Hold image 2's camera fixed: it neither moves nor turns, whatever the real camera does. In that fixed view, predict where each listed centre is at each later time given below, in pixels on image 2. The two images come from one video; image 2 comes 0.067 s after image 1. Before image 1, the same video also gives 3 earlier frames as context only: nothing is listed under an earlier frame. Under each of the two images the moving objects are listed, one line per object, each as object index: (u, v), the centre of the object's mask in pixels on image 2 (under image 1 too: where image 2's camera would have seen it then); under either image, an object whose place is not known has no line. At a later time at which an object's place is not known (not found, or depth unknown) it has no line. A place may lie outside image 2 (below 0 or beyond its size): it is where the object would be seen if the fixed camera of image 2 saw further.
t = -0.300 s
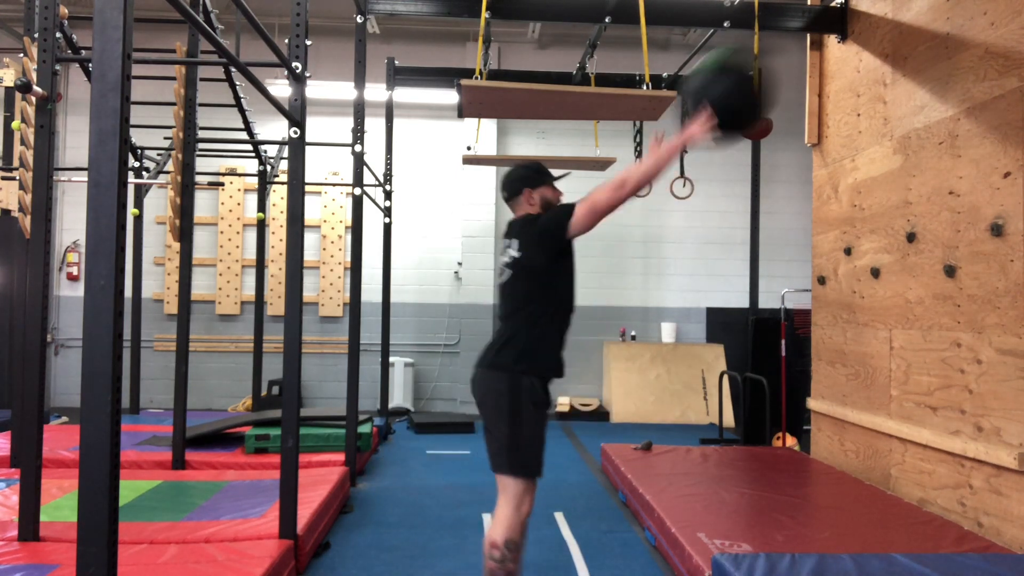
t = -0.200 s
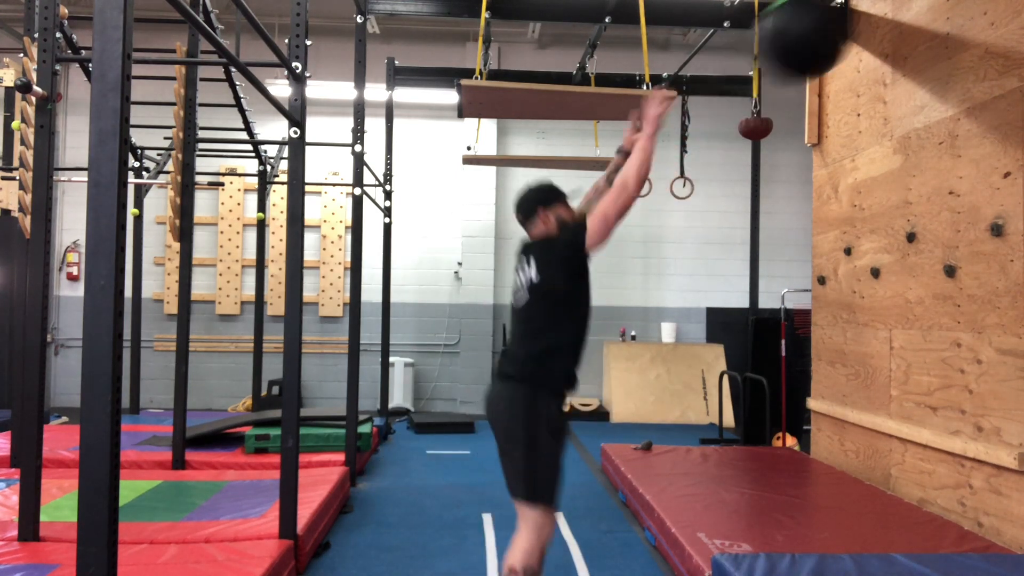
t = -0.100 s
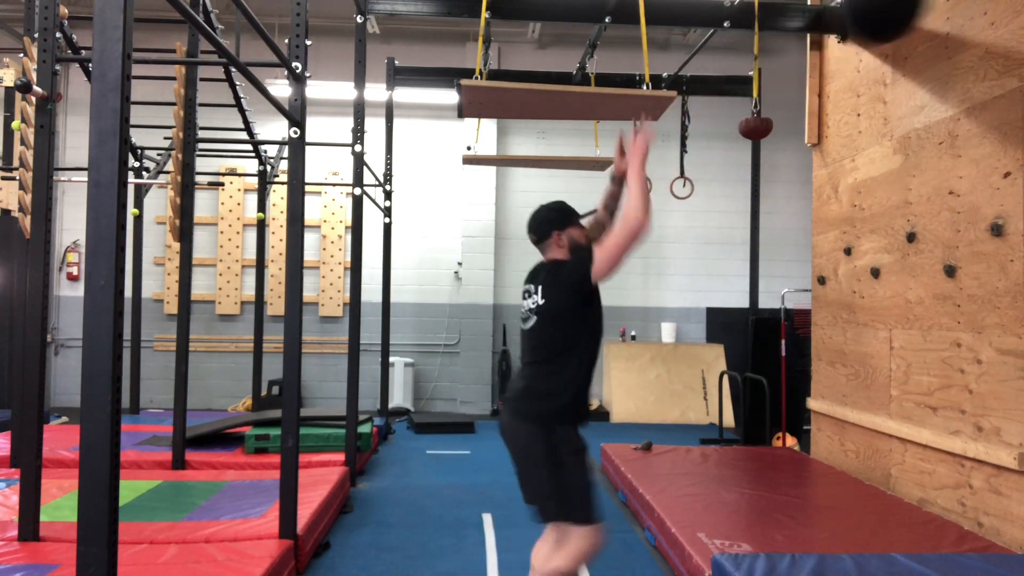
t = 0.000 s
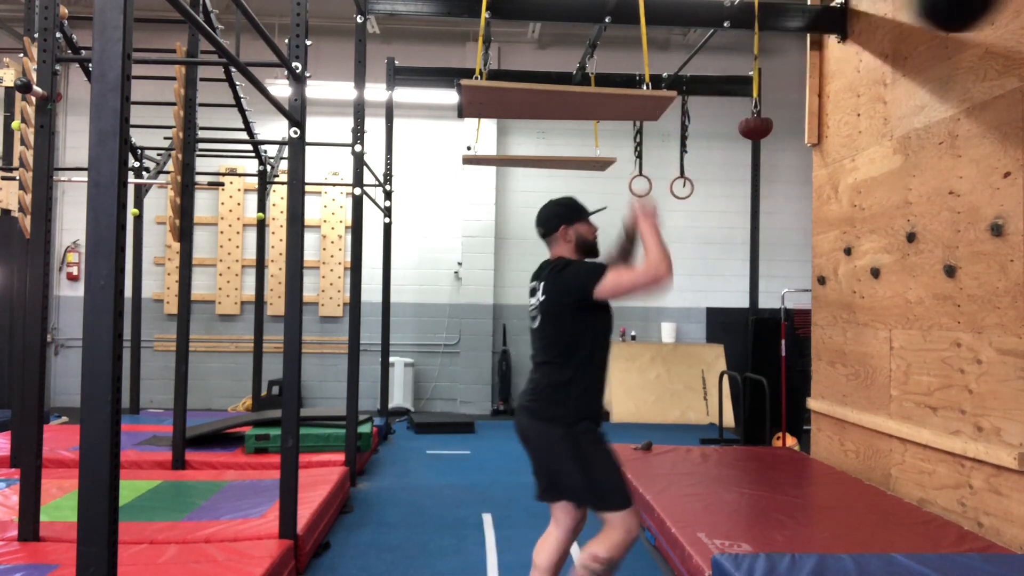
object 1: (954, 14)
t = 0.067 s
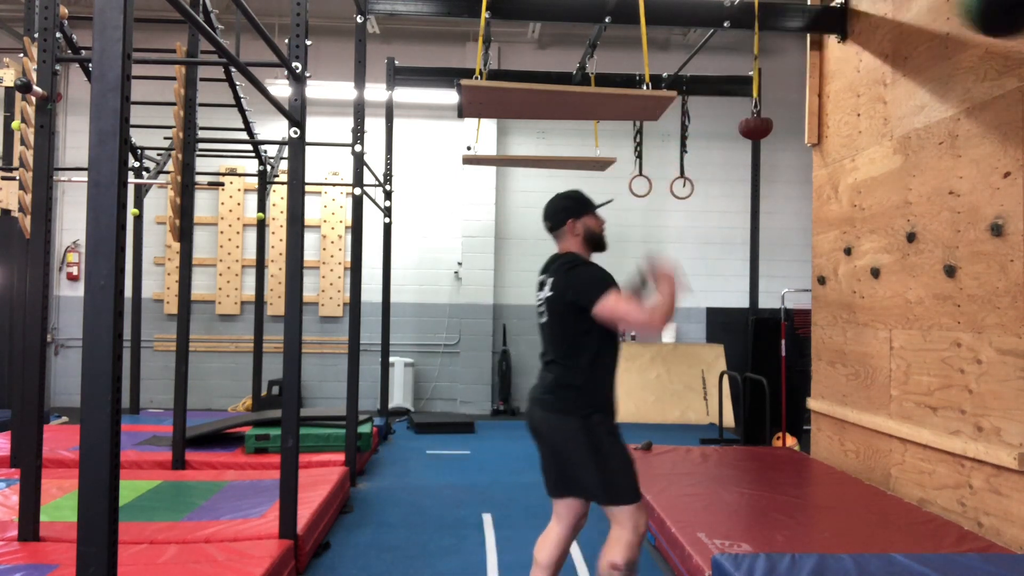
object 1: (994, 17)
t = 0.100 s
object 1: (1004, 19)
